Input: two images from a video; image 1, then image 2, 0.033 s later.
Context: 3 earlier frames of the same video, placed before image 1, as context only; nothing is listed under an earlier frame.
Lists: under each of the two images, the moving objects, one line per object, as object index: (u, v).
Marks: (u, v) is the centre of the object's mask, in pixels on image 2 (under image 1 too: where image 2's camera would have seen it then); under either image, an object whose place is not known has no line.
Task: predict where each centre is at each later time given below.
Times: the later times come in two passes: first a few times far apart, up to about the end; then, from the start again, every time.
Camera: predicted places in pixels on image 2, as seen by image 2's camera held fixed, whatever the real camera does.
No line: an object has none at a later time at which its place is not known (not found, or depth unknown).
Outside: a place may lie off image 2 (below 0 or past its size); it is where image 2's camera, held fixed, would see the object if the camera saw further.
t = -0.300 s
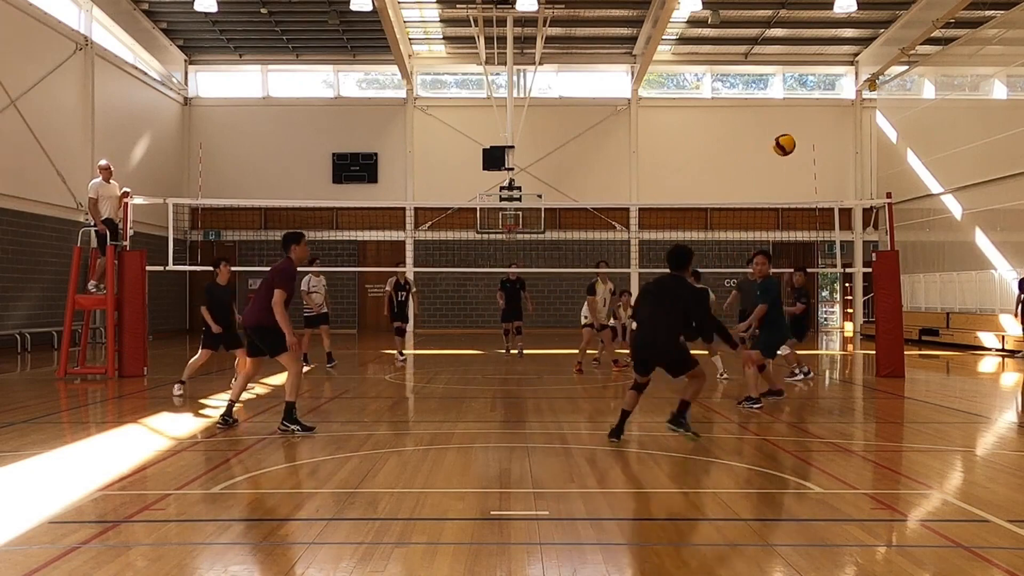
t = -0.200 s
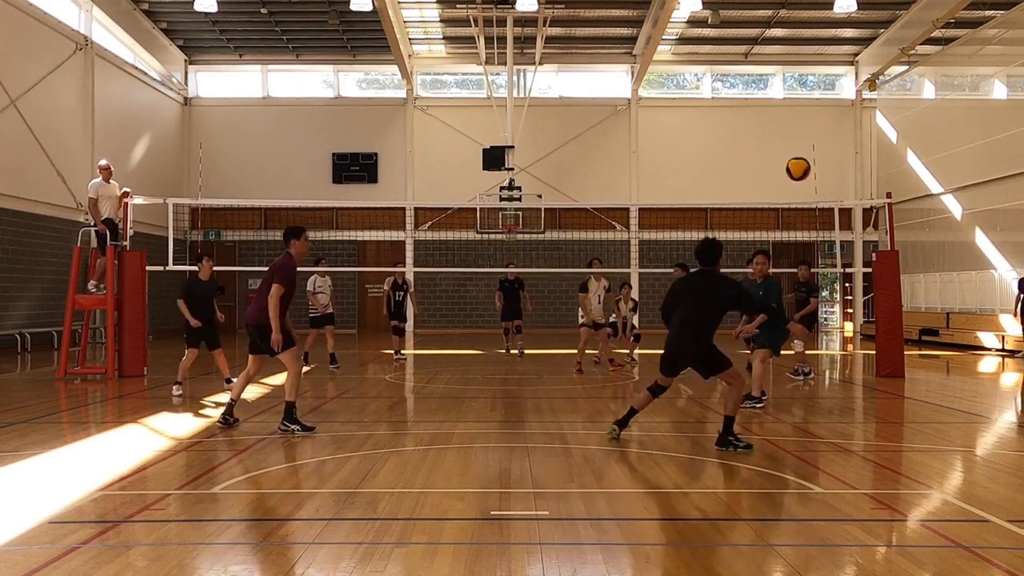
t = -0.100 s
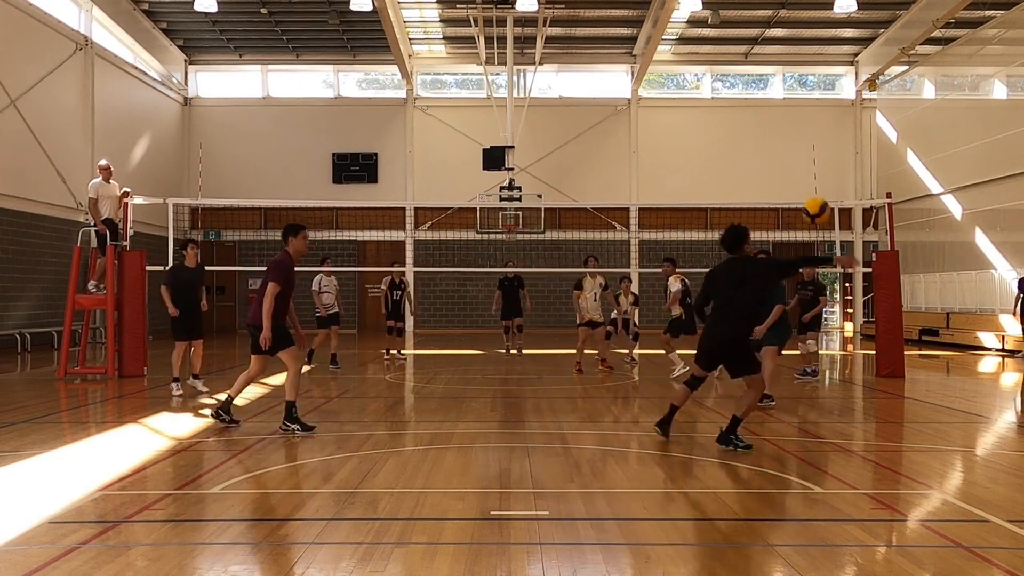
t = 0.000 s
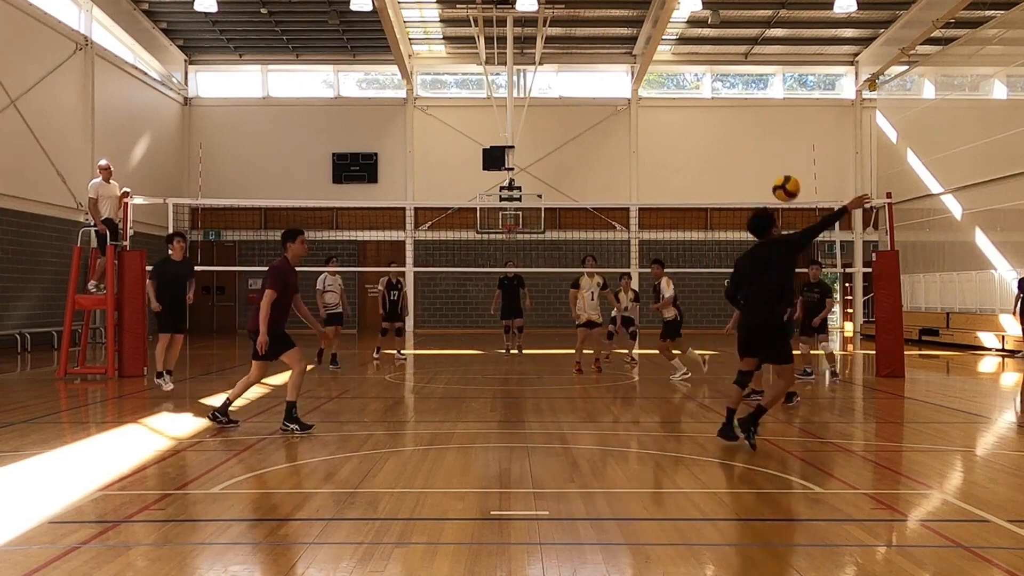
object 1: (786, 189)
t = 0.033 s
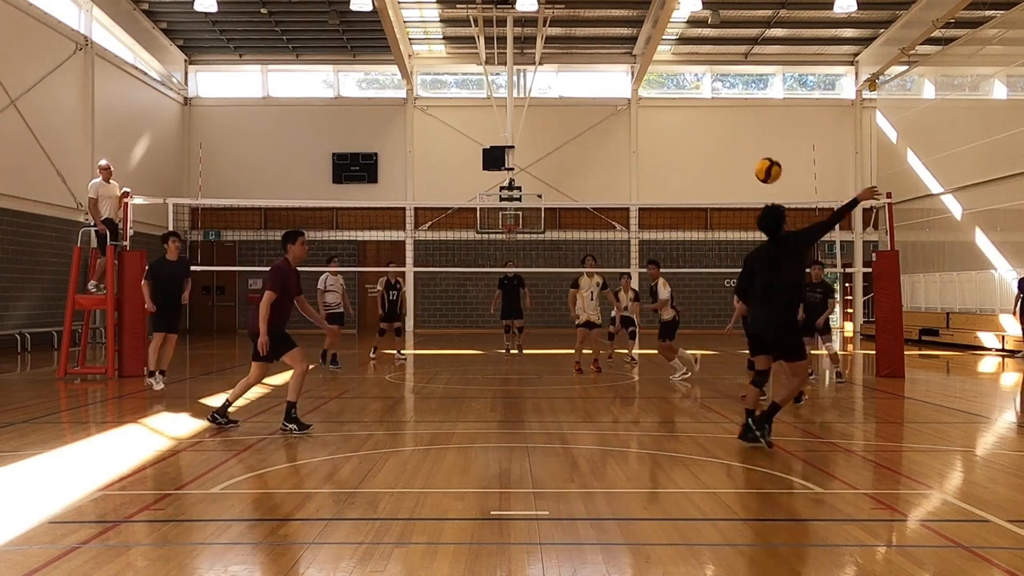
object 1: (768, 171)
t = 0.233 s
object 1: (676, 106)
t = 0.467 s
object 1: (594, 100)
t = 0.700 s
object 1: (528, 141)
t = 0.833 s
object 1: (497, 181)
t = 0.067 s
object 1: (751, 155)
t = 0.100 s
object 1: (735, 141)
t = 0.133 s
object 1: (719, 131)
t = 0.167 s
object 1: (705, 120)
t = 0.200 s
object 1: (690, 112)
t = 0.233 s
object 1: (676, 106)
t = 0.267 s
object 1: (663, 102)
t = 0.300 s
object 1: (651, 98)
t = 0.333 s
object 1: (638, 96)
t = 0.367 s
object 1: (627, 95)
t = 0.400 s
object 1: (615, 96)
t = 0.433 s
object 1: (604, 97)
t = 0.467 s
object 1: (594, 100)
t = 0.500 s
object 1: (584, 103)
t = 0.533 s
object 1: (573, 107)
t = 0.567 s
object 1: (564, 112)
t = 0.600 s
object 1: (554, 119)
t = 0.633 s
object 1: (546, 125)
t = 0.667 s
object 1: (537, 133)
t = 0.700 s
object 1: (528, 141)
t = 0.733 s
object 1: (520, 150)
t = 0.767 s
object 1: (512, 160)
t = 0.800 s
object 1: (504, 170)
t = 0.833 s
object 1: (497, 181)
